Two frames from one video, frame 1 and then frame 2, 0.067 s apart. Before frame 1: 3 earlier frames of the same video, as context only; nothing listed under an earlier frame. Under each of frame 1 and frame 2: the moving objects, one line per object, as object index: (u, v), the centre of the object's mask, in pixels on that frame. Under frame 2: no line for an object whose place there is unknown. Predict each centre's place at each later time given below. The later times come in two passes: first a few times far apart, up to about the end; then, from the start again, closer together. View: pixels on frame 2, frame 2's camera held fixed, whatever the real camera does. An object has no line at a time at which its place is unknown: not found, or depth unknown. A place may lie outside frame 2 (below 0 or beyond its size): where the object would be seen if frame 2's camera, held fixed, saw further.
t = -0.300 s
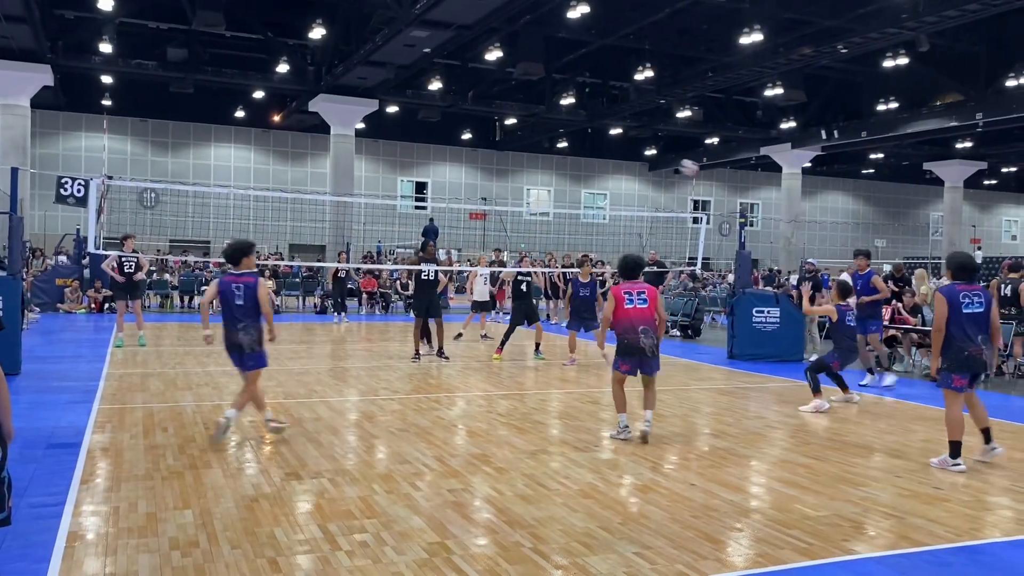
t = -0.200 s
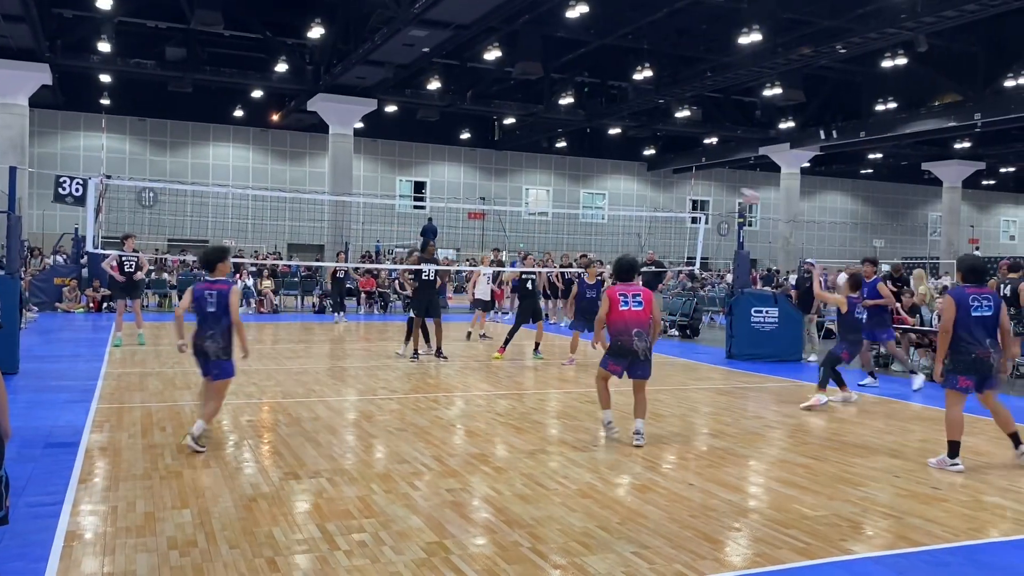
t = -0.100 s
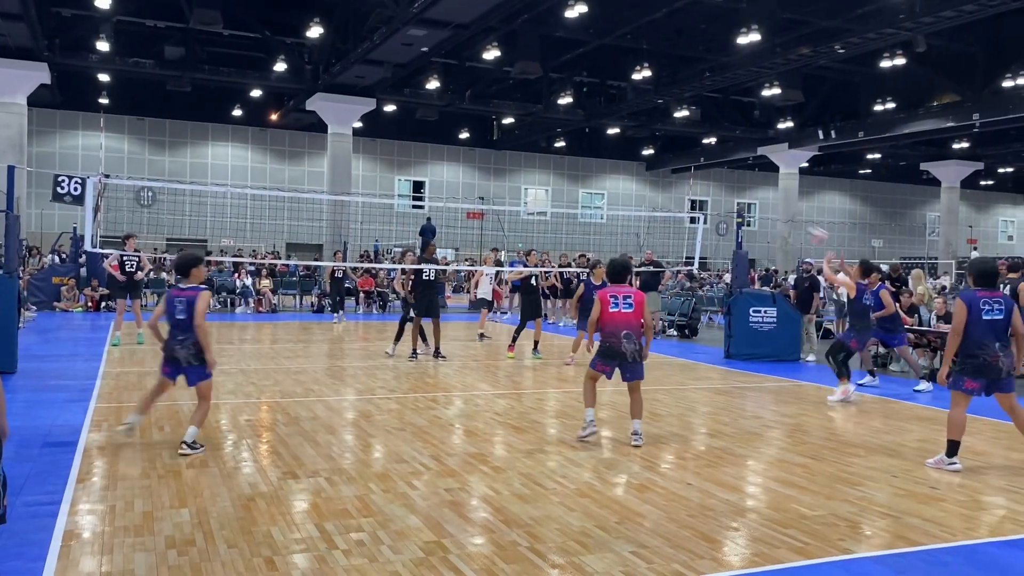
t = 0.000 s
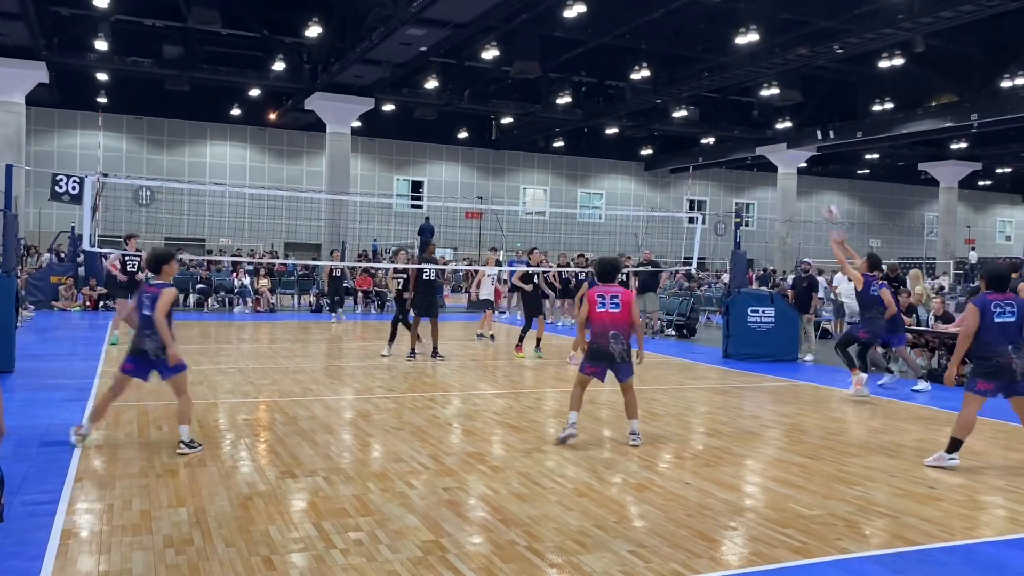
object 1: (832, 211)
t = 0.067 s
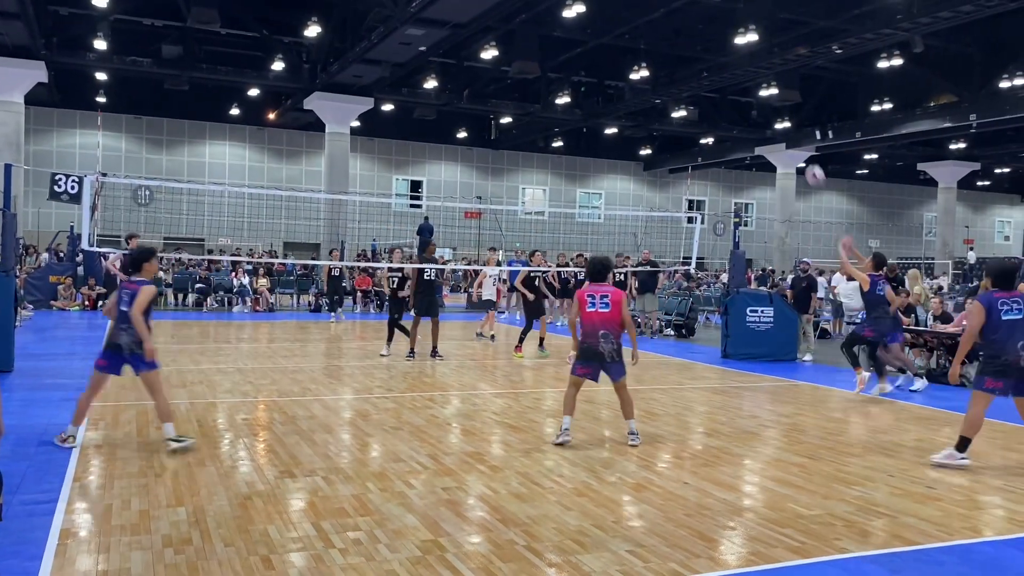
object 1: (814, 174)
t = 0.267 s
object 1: (775, 89)
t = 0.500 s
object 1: (729, 35)
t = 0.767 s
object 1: (683, 28)
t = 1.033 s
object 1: (640, 68)
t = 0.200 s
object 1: (788, 112)
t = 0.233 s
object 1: (781, 101)
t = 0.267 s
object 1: (775, 89)
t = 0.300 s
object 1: (768, 78)
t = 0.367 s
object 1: (754, 59)
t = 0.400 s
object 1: (748, 52)
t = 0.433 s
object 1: (742, 47)
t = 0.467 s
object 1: (735, 40)
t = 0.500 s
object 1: (729, 35)
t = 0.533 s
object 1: (724, 32)
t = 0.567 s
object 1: (718, 29)
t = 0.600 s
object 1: (712, 27)
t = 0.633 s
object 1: (706, 25)
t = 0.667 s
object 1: (700, 25)
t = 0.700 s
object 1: (695, 25)
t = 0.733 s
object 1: (689, 26)
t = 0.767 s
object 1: (683, 28)
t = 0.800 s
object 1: (678, 30)
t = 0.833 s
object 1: (672, 34)
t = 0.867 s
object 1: (667, 38)
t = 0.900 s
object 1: (661, 42)
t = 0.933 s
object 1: (656, 48)
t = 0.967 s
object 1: (651, 54)
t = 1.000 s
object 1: (645, 61)
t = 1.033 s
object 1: (640, 68)
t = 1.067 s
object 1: (634, 77)
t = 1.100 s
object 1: (629, 86)
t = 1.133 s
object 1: (625, 95)
